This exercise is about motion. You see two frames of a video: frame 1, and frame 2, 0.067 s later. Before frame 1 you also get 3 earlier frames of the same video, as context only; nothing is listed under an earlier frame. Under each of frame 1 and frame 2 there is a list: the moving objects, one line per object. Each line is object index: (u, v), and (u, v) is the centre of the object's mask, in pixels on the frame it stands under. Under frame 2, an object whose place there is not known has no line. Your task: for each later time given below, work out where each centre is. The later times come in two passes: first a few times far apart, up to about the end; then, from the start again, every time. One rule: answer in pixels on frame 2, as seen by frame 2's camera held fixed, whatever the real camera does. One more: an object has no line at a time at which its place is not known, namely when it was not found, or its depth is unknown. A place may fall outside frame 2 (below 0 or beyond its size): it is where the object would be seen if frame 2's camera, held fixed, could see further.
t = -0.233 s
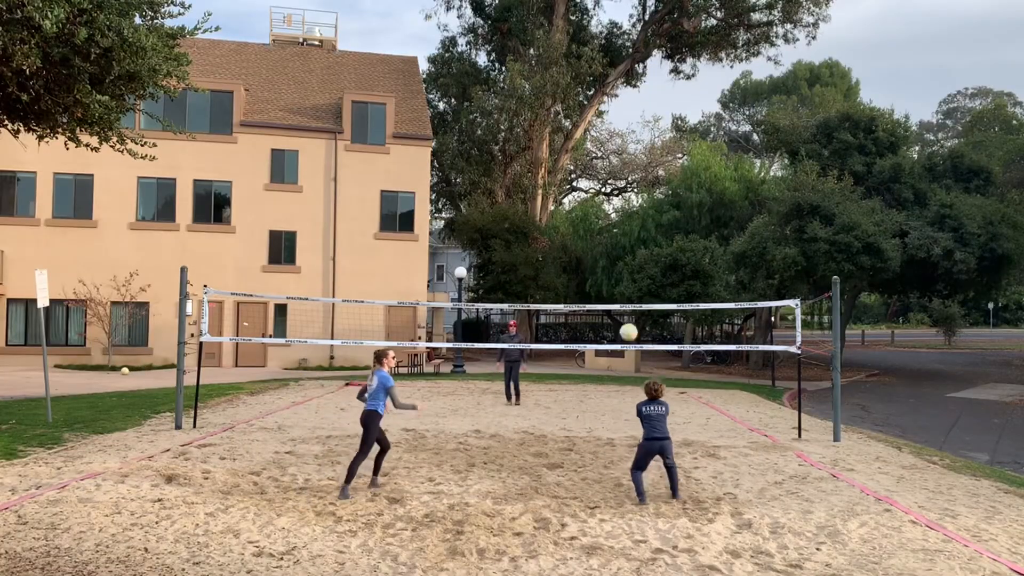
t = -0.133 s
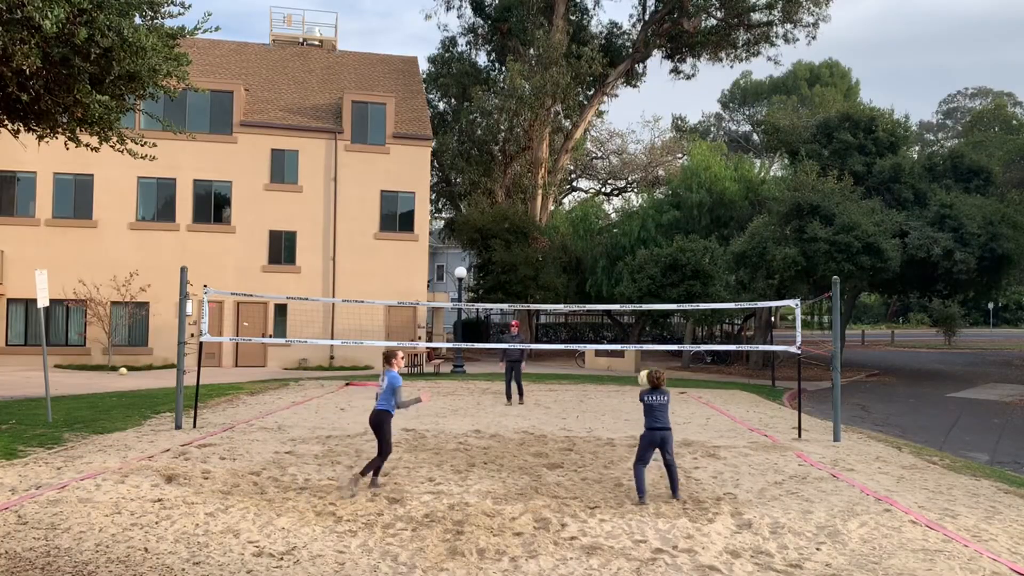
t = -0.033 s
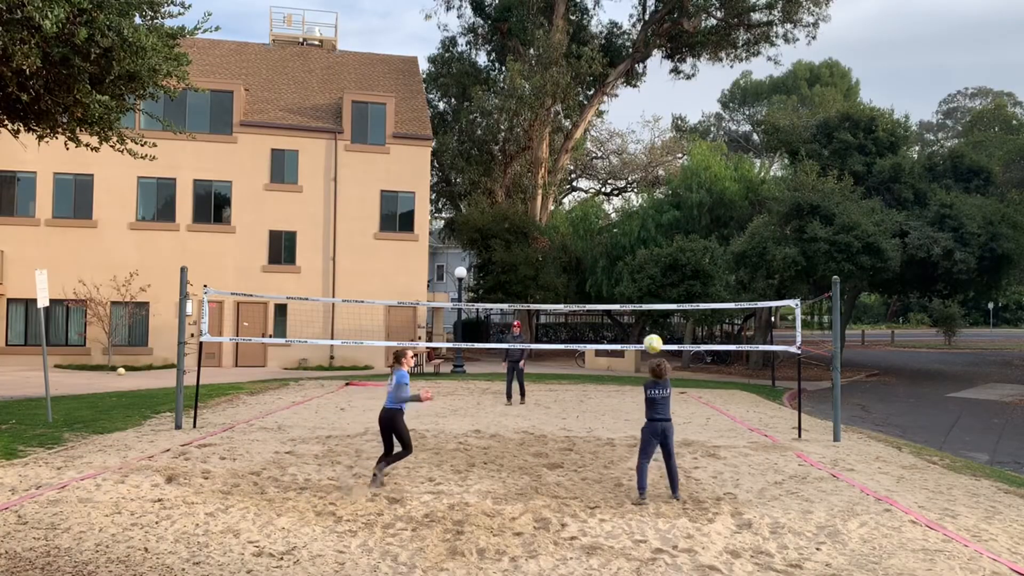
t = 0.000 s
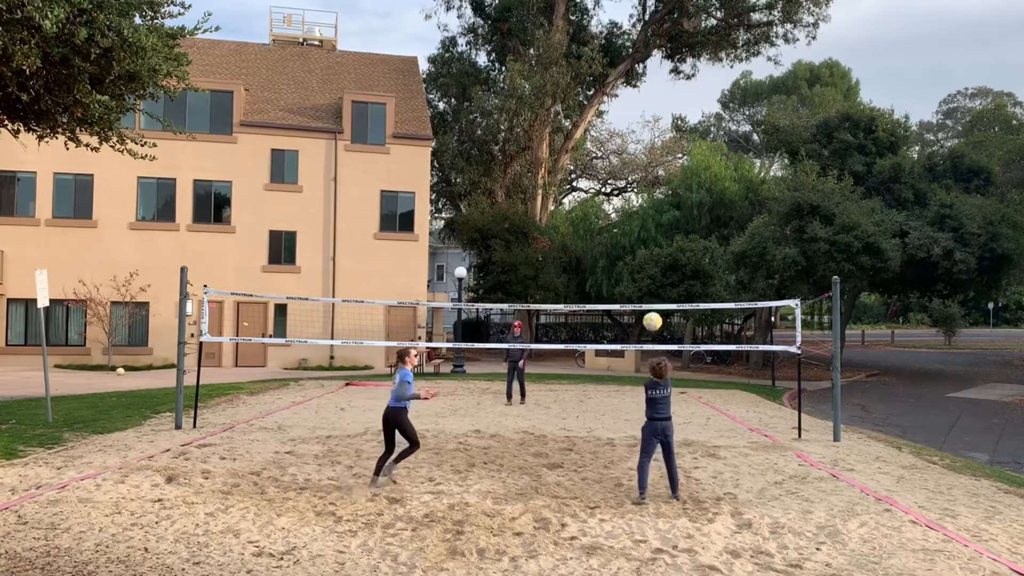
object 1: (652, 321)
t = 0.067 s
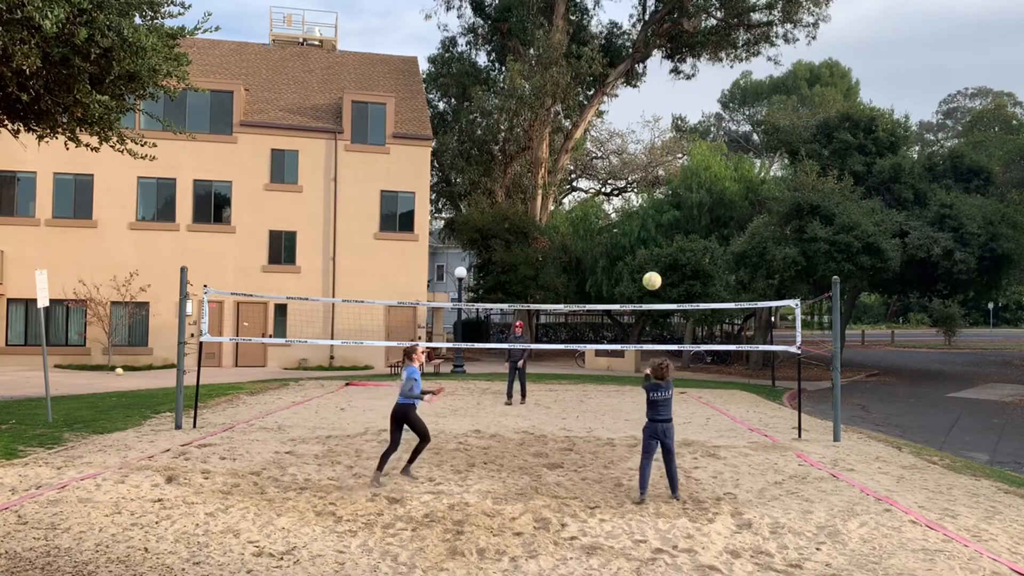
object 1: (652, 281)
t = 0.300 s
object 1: (651, 175)
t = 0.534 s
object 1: (650, 120)
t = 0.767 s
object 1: (649, 107)
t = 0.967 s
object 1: (647, 128)
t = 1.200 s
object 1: (644, 185)
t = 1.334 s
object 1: (642, 233)
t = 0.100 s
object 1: (652, 262)
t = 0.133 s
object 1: (652, 245)
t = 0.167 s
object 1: (651, 228)
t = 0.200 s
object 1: (651, 213)
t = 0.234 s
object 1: (651, 199)
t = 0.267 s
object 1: (651, 186)
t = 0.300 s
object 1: (651, 175)
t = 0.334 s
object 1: (651, 164)
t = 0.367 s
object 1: (652, 153)
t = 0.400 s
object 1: (652, 144)
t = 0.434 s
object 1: (650, 136)
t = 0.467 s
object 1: (651, 129)
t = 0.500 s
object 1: (650, 124)
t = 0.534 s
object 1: (650, 120)
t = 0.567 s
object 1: (650, 115)
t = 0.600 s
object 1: (650, 111)
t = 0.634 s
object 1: (649, 109)
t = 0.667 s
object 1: (649, 107)
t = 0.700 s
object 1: (649, 106)
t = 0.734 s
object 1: (649, 106)
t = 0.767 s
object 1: (649, 107)
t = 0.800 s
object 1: (649, 108)
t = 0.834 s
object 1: (648, 111)
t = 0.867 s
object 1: (648, 114)
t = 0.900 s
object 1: (648, 118)
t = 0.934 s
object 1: (648, 123)
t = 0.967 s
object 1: (647, 128)
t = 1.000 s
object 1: (646, 134)
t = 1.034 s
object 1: (646, 140)
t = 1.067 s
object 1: (647, 149)
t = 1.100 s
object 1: (646, 157)
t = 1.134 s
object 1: (645, 166)
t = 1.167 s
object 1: (645, 175)
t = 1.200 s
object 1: (644, 185)
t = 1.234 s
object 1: (644, 197)
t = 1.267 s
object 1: (644, 209)
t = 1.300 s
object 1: (643, 221)
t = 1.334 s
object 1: (642, 233)
